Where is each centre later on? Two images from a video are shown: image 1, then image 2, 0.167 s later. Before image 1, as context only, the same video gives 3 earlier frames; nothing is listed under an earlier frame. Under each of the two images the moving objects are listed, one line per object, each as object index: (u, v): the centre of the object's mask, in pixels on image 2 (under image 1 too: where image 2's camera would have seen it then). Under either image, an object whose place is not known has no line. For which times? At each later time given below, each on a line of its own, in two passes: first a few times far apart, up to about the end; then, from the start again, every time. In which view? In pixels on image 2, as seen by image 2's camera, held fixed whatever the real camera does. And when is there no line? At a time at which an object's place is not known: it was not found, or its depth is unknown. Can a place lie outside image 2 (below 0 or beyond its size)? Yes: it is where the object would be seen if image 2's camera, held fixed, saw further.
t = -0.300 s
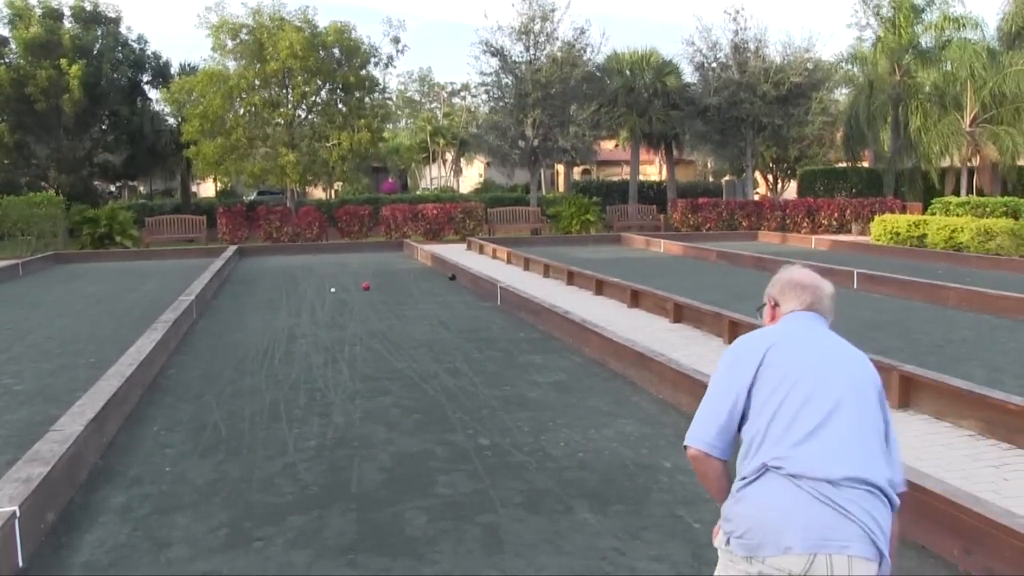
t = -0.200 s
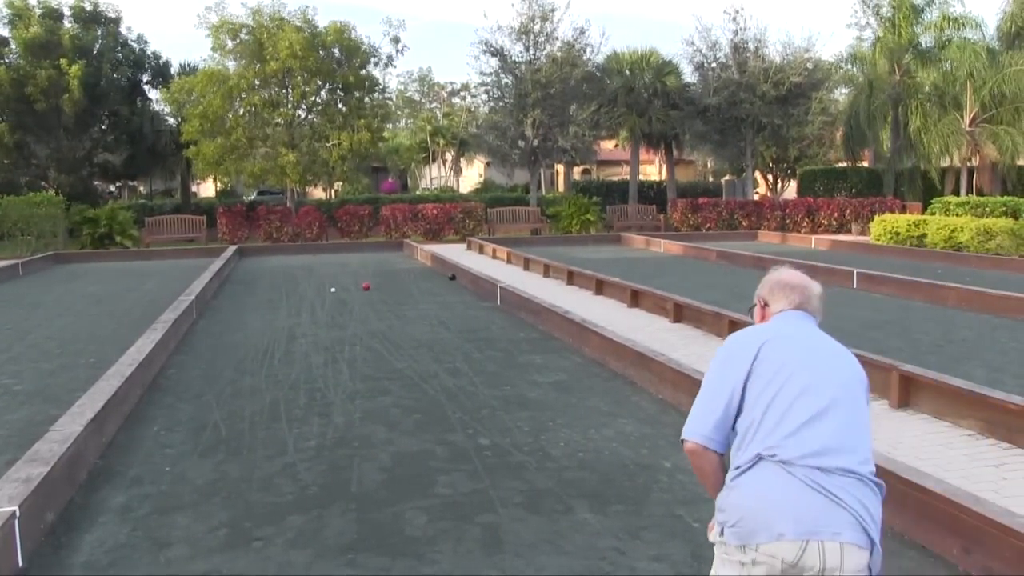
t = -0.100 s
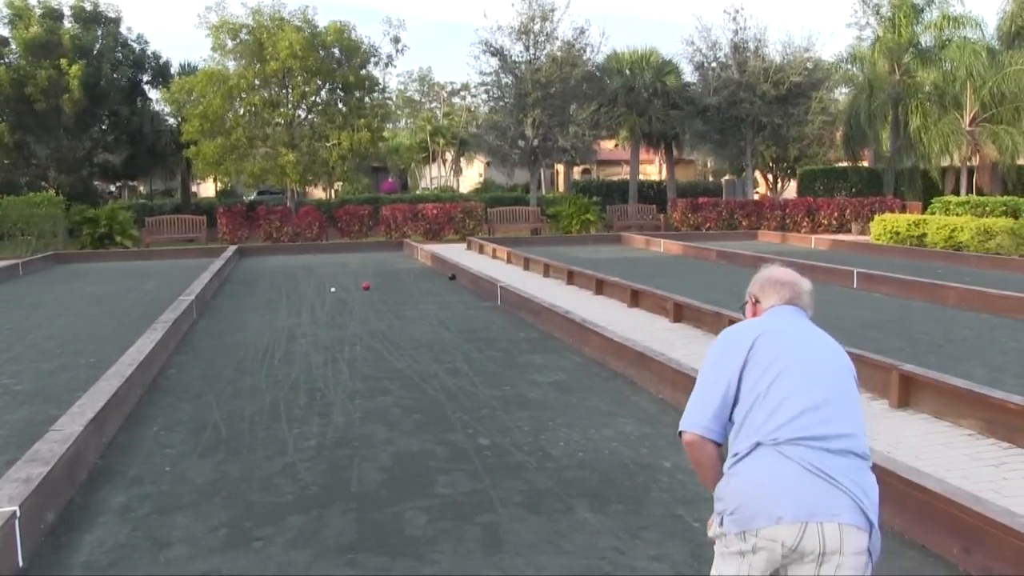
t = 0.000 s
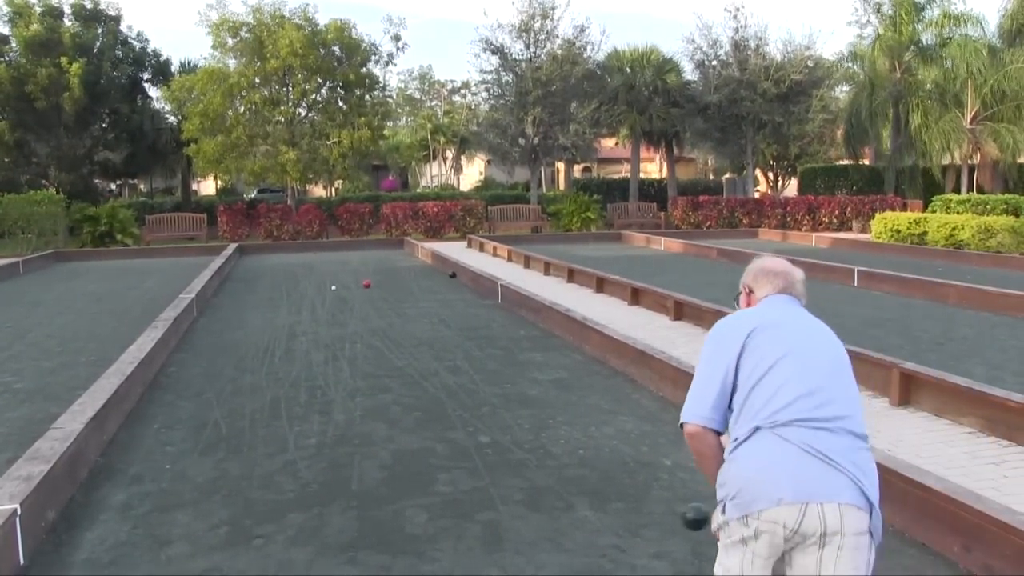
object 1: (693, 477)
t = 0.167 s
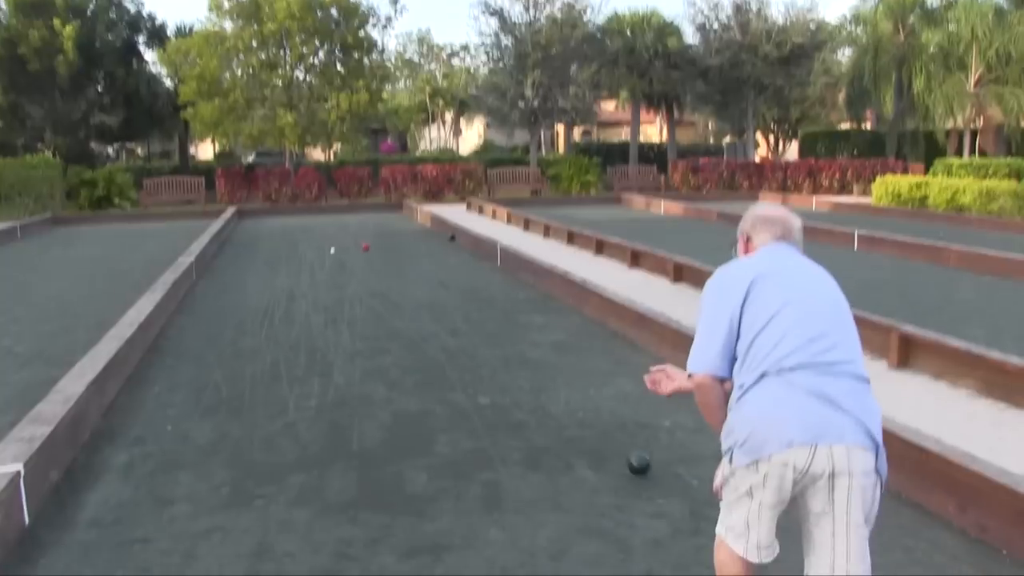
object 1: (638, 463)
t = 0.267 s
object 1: (617, 450)
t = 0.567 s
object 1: (565, 407)
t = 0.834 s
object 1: (532, 378)
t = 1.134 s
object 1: (506, 354)
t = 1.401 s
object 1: (488, 337)
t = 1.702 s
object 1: (471, 322)
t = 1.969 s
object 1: (459, 311)
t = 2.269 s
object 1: (449, 302)
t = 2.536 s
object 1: (442, 295)
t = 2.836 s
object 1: (434, 288)
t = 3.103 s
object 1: (429, 283)
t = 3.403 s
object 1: (423, 279)
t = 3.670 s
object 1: (419, 275)
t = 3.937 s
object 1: (417, 272)
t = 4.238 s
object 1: (414, 269)
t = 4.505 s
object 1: (413, 266)
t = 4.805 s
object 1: (411, 264)
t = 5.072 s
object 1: (409, 263)
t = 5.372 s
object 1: (408, 261)
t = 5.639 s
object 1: (406, 261)
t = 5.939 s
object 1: (406, 260)
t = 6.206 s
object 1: (406, 259)
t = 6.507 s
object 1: (405, 259)
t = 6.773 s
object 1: (405, 259)
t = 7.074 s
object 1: (405, 259)
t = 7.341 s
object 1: (405, 259)
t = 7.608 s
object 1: (405, 259)
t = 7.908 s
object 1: (405, 259)
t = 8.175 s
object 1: (405, 259)
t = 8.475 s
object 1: (405, 259)
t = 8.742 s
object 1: (405, 259)
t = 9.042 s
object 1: (405, 259)
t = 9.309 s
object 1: (405, 259)
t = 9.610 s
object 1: (405, 259)
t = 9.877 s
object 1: (405, 259)
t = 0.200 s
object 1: (631, 457)
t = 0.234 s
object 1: (625, 455)
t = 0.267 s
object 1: (617, 450)
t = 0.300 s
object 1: (610, 444)
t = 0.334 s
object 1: (604, 439)
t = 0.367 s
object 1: (597, 435)
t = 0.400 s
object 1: (592, 429)
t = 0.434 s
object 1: (586, 424)
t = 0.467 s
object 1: (580, 420)
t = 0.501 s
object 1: (575, 415)
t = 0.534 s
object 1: (570, 411)
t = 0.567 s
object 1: (565, 407)
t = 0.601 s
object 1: (560, 403)
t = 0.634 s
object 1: (556, 399)
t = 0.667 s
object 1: (551, 395)
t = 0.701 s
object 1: (547, 391)
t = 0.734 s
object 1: (543, 388)
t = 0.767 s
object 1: (539, 384)
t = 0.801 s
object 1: (536, 381)
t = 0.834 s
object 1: (532, 378)
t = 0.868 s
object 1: (529, 375)
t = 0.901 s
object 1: (526, 372)
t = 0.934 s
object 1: (523, 369)
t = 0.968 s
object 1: (520, 366)
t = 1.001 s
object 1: (517, 363)
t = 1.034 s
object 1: (514, 361)
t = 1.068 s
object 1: (511, 359)
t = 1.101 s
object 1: (509, 356)
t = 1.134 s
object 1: (506, 354)
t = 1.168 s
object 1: (504, 351)
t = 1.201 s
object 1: (501, 349)
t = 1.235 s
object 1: (499, 347)
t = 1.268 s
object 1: (497, 345)
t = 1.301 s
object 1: (495, 342)
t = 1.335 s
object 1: (493, 340)
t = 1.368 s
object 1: (490, 338)
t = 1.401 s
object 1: (488, 337)
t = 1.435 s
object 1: (486, 334)
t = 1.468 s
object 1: (484, 333)
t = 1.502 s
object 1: (482, 331)
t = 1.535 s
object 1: (480, 330)
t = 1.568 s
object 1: (478, 328)
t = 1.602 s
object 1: (477, 327)
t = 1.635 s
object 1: (475, 325)
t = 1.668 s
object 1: (473, 323)
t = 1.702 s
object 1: (471, 322)
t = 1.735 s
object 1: (470, 321)
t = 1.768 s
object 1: (468, 319)
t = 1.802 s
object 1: (466, 317)
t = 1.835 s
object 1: (465, 316)
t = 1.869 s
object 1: (464, 315)
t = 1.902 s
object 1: (462, 314)
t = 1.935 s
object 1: (461, 312)
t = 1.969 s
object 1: (459, 311)
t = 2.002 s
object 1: (458, 310)
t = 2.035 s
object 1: (457, 309)
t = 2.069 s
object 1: (455, 308)
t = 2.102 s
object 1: (454, 307)
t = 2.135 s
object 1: (453, 306)
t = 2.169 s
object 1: (452, 305)
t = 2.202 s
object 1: (451, 304)
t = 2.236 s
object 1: (450, 303)
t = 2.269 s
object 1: (449, 302)
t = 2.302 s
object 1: (448, 301)
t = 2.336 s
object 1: (447, 300)
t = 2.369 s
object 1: (446, 299)
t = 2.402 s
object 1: (445, 298)
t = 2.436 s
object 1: (444, 297)
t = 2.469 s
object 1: (443, 296)
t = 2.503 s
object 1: (442, 296)
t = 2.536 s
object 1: (442, 295)
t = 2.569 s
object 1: (441, 294)
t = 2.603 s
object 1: (440, 293)
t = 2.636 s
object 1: (439, 292)
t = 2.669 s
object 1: (438, 292)
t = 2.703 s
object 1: (437, 291)
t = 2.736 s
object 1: (437, 290)
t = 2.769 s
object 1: (436, 290)
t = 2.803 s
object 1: (435, 289)
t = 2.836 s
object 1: (434, 288)
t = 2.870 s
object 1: (433, 287)
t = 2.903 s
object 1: (433, 287)
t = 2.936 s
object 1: (432, 287)
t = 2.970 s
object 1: (431, 286)
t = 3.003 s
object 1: (431, 285)
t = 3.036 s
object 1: (430, 284)
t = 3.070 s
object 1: (429, 284)
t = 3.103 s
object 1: (429, 283)
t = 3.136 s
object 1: (428, 283)
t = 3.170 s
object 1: (427, 282)
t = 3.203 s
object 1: (427, 282)
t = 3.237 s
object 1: (426, 281)
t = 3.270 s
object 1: (425, 281)
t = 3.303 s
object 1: (424, 280)
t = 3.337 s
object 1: (424, 280)
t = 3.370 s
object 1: (423, 279)
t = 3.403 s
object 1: (423, 279)
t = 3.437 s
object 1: (422, 278)
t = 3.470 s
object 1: (422, 278)
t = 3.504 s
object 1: (421, 277)
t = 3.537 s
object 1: (421, 277)
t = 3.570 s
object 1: (420, 277)
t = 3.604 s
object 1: (420, 276)
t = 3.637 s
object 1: (420, 275)
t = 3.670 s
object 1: (419, 275)
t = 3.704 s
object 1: (419, 275)
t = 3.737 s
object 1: (418, 274)
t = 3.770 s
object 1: (418, 274)
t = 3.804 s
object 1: (418, 274)
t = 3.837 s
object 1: (417, 273)
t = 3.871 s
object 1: (417, 273)
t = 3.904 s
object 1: (417, 272)
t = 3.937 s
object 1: (417, 272)
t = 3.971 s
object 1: (416, 272)
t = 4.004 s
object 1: (416, 271)
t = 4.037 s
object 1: (416, 271)
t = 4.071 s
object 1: (415, 271)
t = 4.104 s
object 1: (415, 270)
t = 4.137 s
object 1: (415, 270)
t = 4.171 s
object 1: (415, 270)
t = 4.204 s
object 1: (415, 269)
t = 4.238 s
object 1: (414, 269)
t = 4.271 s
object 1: (414, 269)
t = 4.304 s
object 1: (414, 268)
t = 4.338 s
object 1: (414, 268)
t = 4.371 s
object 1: (413, 267)
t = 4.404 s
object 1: (413, 267)
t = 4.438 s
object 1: (413, 267)
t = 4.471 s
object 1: (413, 267)
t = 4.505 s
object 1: (413, 266)
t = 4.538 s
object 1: (413, 266)
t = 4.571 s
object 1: (412, 266)
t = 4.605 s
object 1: (412, 266)
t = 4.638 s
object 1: (412, 266)
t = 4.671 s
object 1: (412, 265)
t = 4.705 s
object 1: (412, 265)
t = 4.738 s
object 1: (411, 265)
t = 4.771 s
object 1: (411, 264)
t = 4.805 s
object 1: (411, 264)
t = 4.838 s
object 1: (411, 264)
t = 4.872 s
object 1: (410, 264)
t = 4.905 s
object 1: (410, 264)
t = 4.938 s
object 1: (410, 264)
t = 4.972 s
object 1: (410, 263)
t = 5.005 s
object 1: (410, 263)
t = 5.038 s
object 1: (409, 263)
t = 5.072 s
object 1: (409, 263)
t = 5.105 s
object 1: (409, 263)
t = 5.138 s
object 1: (409, 262)
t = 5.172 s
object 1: (409, 262)
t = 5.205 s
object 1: (408, 262)
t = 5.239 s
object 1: (408, 262)
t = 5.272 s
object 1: (408, 262)
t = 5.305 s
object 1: (408, 262)
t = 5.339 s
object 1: (408, 261)
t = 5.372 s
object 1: (408, 261)
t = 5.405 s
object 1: (407, 261)
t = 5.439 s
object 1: (407, 261)
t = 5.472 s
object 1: (407, 261)
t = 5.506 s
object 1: (407, 261)
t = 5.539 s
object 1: (407, 261)
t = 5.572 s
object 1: (407, 261)
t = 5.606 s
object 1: (407, 261)
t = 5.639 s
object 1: (406, 261)
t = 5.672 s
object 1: (406, 260)
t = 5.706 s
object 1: (406, 260)
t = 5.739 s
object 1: (406, 260)
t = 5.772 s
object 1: (406, 260)
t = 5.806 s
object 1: (406, 260)
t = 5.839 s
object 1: (406, 260)
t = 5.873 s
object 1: (406, 260)
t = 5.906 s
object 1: (406, 260)
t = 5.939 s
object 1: (406, 260)
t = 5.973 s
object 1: (407, 260)
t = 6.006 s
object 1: (406, 260)
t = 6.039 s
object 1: (407, 259)
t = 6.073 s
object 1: (407, 259)
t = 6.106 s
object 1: (406, 259)
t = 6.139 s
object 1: (406, 259)
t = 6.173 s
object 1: (406, 259)
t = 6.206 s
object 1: (406, 259)
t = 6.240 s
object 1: (406, 259)
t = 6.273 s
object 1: (406, 259)
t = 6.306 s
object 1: (406, 259)
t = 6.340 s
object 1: (406, 259)
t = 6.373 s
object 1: (406, 259)
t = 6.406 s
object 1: (406, 259)
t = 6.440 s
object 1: (406, 259)
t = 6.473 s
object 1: (406, 259)
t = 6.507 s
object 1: (405, 259)
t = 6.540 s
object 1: (405, 259)
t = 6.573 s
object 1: (405, 259)
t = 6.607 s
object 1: (405, 259)
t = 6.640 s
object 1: (405, 259)
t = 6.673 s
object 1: (405, 259)
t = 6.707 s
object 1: (405, 259)
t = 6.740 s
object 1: (405, 259)
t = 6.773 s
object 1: (405, 259)
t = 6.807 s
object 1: (405, 259)
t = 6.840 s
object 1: (405, 259)
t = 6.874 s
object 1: (405, 259)
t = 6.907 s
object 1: (405, 259)
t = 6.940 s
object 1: (405, 259)
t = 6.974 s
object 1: (405, 259)
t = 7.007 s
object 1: (405, 259)
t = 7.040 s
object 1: (405, 259)
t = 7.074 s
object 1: (405, 259)
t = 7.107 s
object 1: (405, 259)
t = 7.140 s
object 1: (405, 259)
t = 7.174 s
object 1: (405, 259)
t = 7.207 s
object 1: (405, 259)
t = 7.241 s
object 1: (405, 259)
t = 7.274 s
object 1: (405, 259)
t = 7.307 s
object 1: (405, 259)
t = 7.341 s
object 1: (405, 259)
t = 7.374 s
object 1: (405, 259)
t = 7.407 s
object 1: (405, 259)
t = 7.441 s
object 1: (405, 259)
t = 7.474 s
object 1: (405, 259)
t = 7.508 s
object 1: (405, 259)
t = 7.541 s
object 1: (405, 259)
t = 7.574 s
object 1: (405, 259)
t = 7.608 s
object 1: (405, 259)
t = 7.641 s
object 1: (405, 259)
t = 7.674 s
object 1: (405, 259)
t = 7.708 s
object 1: (405, 259)
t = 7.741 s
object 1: (405, 259)
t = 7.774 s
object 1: (405, 259)
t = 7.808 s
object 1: (405, 259)
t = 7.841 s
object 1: (405, 259)
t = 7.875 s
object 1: (405, 259)
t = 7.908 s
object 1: (405, 259)
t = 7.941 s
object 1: (405, 259)
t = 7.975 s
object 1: (405, 259)
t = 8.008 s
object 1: (405, 259)
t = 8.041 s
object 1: (405, 259)
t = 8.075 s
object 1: (405, 259)
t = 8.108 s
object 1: (405, 259)
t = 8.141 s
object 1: (405, 259)
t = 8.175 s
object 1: (405, 259)
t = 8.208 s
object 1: (405, 259)
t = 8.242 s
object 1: (405, 259)
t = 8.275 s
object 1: (405, 259)
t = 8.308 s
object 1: (405, 259)
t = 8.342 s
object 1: (405, 259)
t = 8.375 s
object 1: (405, 259)
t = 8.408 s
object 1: (405, 259)
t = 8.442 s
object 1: (405, 259)
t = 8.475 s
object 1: (405, 259)
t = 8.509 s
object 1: (405, 259)
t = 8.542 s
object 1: (405, 259)
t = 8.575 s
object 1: (405, 259)
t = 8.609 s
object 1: (405, 259)
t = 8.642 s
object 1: (405, 259)
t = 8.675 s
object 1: (405, 259)
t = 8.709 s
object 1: (405, 259)
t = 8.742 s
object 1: (405, 259)
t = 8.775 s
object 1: (405, 259)
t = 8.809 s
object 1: (405, 259)
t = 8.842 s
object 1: (405, 259)
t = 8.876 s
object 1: (405, 259)
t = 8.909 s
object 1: (405, 259)
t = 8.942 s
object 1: (405, 259)
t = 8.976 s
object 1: (405, 259)
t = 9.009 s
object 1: (405, 259)
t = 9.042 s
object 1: (405, 259)
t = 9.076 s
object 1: (405, 259)
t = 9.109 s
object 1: (405, 259)
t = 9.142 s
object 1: (405, 259)
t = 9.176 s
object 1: (405, 259)
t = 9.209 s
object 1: (405, 259)
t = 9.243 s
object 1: (405, 259)
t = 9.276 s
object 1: (405, 259)
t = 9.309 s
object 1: (405, 259)
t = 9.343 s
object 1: (405, 259)
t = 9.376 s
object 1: (405, 259)
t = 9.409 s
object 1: (405, 259)
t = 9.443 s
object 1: (405, 259)
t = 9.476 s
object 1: (405, 259)
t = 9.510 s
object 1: (405, 259)
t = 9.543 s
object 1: (405, 259)
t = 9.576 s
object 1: (405, 259)
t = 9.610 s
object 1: (405, 259)
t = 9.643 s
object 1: (405, 259)
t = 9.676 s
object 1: (405, 259)
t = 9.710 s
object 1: (405, 259)
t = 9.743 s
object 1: (405, 259)
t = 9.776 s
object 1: (405, 259)
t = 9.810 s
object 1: (405, 259)
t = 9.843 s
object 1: (405, 259)
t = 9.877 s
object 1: (405, 259)
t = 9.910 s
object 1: (405, 259)
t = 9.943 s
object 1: (405, 259)
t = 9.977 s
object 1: (405, 259)
